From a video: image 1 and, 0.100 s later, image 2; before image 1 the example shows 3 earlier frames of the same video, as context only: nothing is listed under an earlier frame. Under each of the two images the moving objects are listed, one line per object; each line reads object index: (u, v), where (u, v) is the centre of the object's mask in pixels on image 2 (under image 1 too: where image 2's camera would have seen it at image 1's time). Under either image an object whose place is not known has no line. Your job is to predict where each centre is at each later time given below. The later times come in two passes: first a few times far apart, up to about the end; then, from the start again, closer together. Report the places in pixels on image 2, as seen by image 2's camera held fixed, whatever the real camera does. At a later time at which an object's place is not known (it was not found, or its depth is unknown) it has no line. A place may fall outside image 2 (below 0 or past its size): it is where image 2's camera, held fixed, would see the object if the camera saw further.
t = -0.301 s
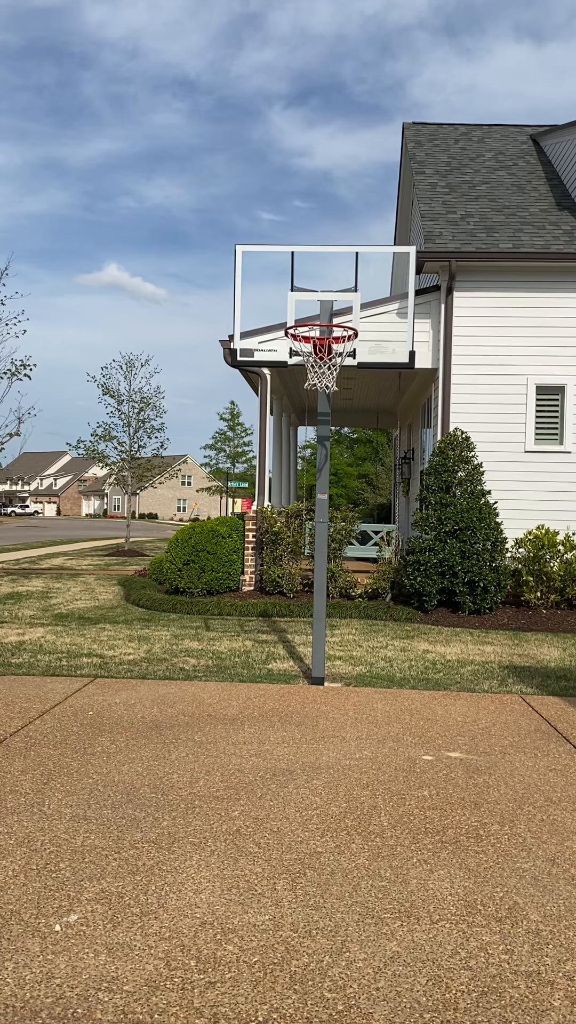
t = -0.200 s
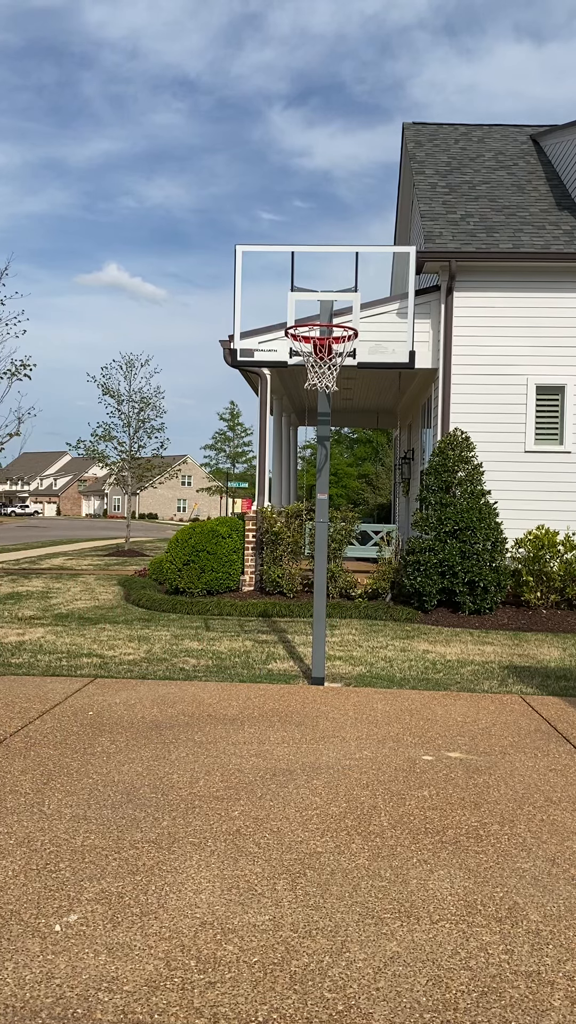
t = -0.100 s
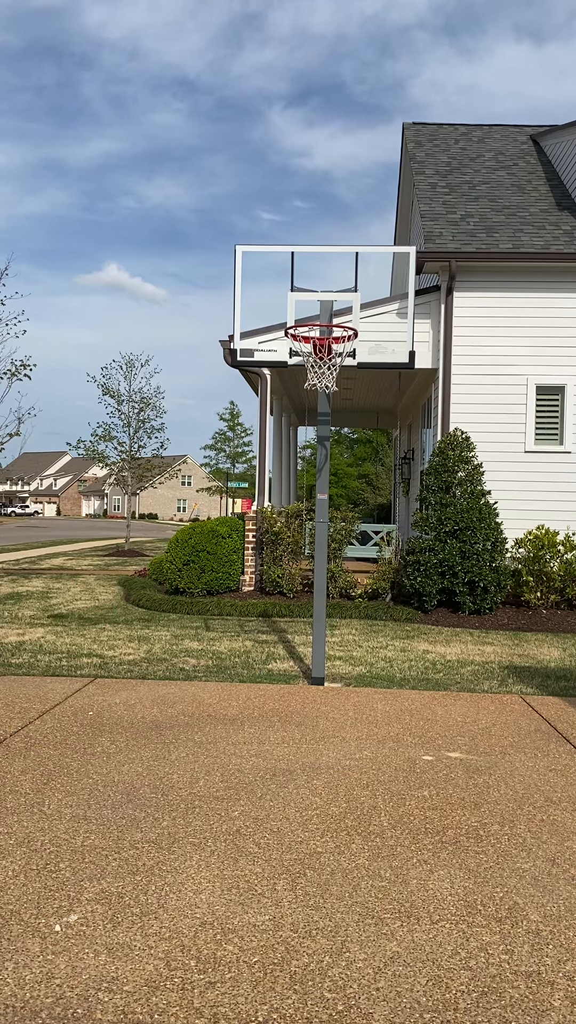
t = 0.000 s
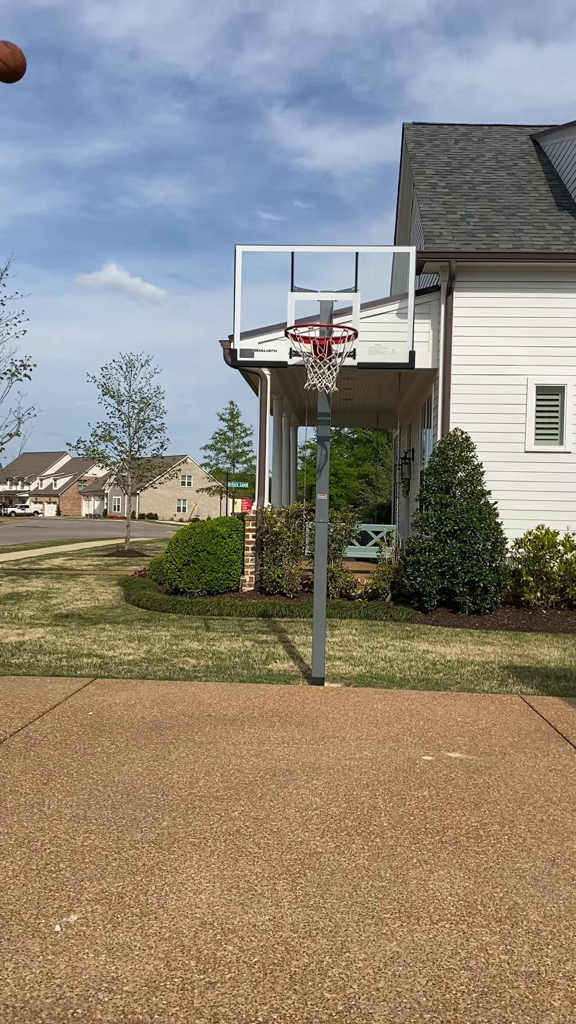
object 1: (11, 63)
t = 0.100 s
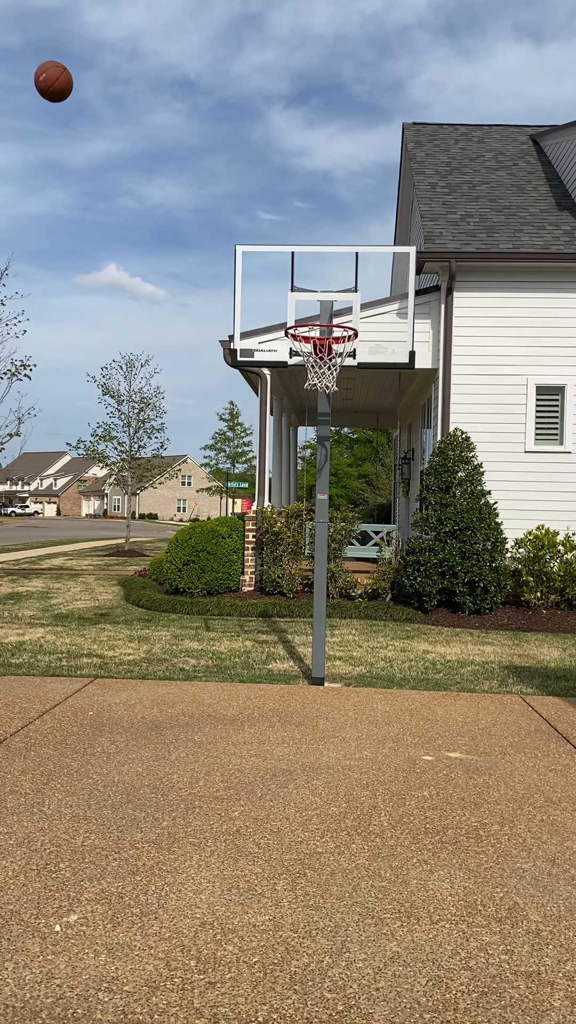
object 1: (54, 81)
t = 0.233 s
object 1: (111, 129)
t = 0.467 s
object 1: (206, 268)
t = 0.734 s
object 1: (302, 498)
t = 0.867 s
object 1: (345, 637)
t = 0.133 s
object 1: (68, 91)
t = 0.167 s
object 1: (83, 102)
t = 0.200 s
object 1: (97, 115)
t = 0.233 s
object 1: (111, 129)
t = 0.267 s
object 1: (125, 145)
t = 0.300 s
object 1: (139, 163)
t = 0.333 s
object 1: (153, 181)
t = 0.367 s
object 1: (167, 201)
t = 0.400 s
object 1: (180, 222)
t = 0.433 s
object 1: (193, 244)
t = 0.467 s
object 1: (206, 268)
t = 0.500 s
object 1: (218, 293)
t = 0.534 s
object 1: (230, 319)
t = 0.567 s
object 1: (243, 346)
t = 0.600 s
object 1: (255, 376)
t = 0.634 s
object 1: (267, 405)
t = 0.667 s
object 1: (280, 435)
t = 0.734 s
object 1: (302, 498)
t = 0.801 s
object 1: (324, 565)
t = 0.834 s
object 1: (335, 600)
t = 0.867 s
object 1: (345, 637)
